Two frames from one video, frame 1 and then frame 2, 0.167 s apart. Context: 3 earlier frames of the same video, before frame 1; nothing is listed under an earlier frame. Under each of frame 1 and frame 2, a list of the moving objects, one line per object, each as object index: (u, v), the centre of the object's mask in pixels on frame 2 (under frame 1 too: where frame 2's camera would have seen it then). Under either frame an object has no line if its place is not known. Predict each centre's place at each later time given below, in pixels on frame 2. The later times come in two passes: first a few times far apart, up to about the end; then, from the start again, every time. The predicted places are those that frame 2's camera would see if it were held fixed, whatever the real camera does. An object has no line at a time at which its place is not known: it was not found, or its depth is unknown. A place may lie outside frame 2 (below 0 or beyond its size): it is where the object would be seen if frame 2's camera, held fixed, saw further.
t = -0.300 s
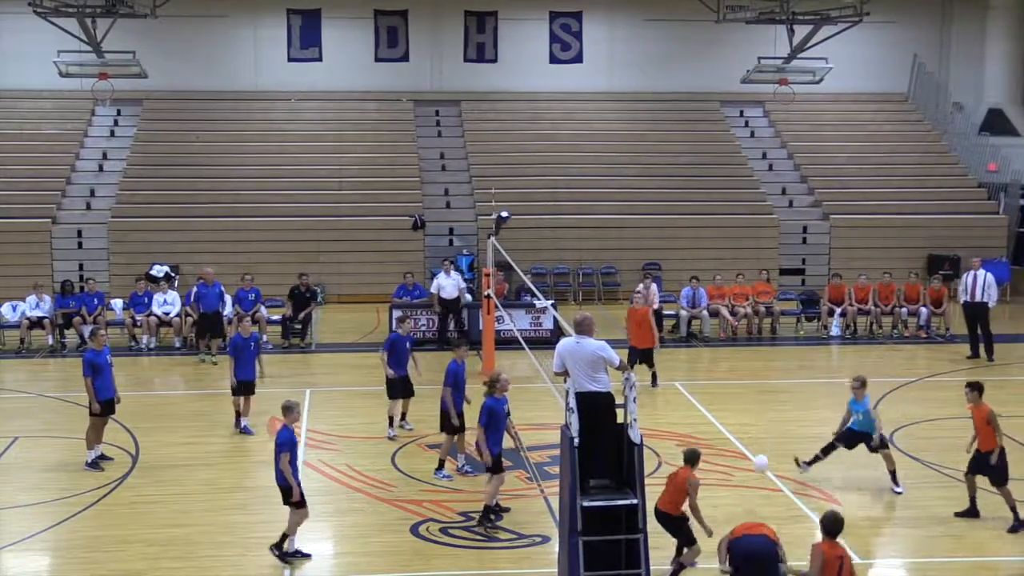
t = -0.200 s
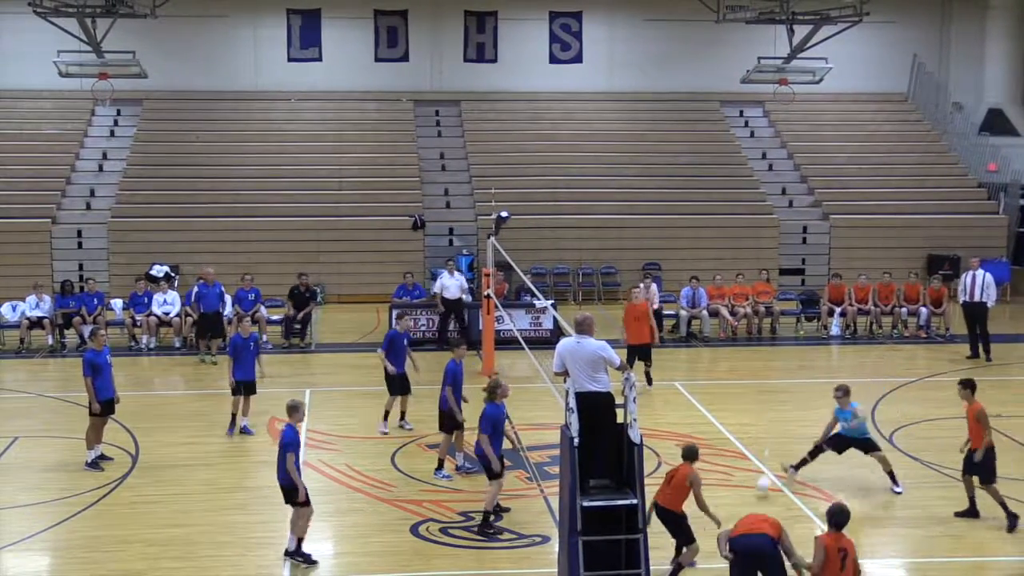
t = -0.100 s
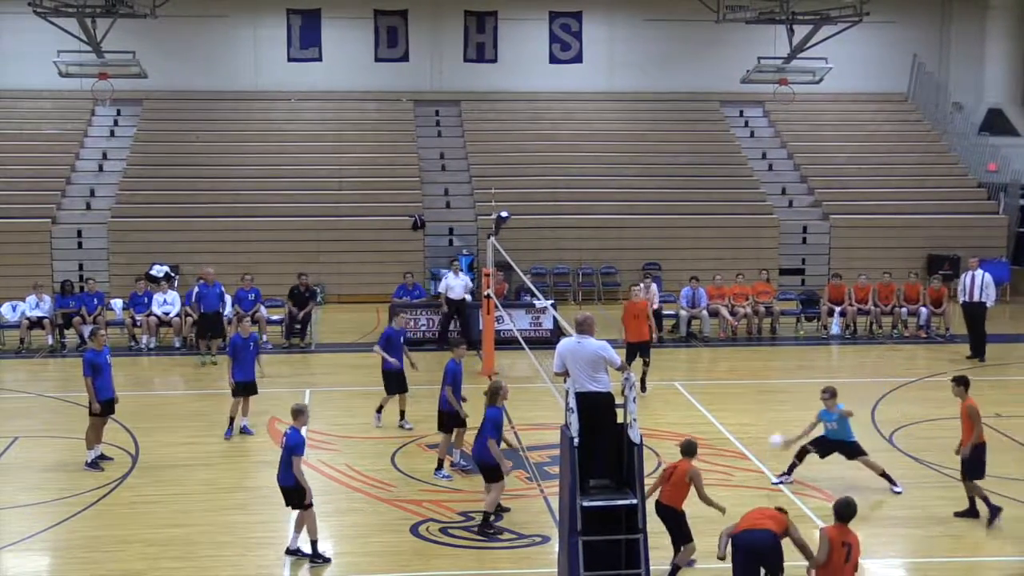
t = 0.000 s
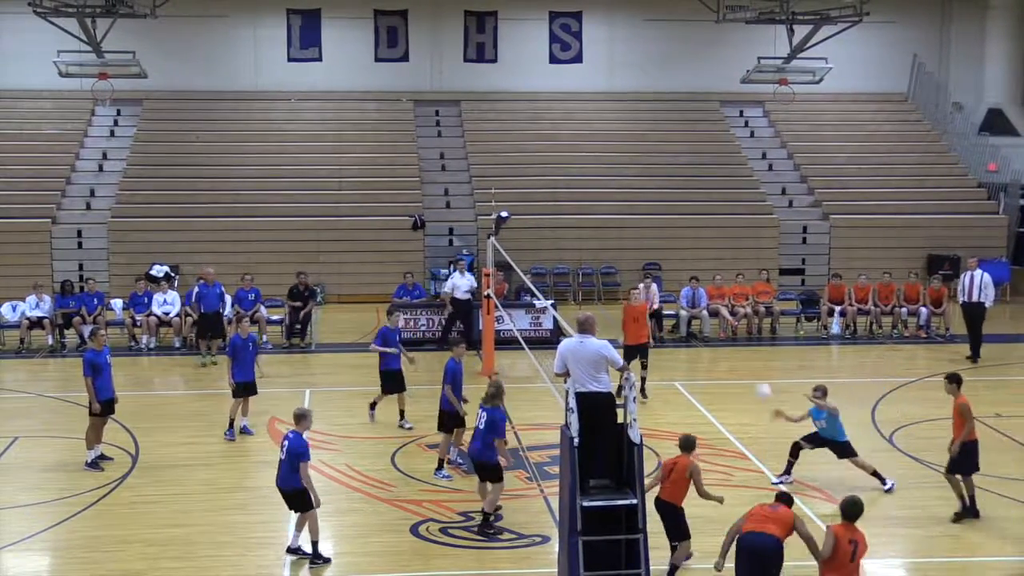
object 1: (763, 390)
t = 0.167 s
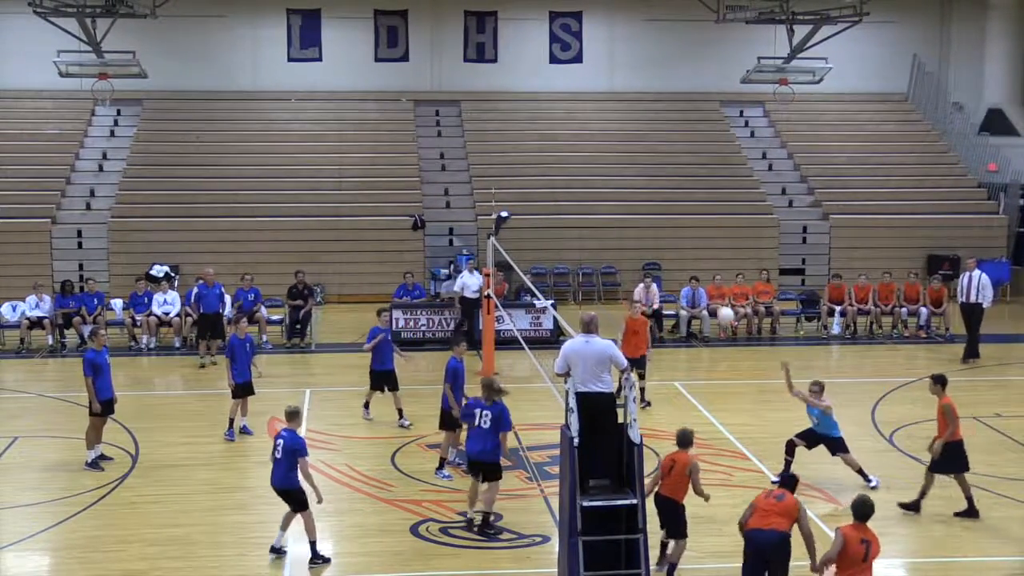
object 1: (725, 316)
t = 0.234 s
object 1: (711, 289)
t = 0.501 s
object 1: (650, 220)
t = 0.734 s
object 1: (597, 204)
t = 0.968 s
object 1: (544, 229)
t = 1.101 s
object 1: (512, 262)
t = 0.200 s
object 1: (718, 301)
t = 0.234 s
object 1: (711, 289)
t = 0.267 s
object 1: (703, 277)
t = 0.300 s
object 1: (696, 267)
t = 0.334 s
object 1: (688, 258)
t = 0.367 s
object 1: (680, 248)
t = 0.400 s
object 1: (673, 239)
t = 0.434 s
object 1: (666, 232)
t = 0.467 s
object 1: (658, 226)
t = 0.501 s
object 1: (650, 220)
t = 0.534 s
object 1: (643, 215)
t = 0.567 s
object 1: (636, 210)
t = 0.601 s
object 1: (629, 207)
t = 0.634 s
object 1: (621, 205)
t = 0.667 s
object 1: (612, 204)
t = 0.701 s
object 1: (604, 204)
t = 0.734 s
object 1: (597, 204)
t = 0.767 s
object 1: (590, 204)
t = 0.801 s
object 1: (582, 206)
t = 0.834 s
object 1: (574, 208)
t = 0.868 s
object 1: (566, 212)
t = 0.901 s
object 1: (559, 217)
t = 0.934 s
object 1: (551, 222)
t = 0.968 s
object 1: (544, 229)
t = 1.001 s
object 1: (535, 236)
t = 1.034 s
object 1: (528, 243)
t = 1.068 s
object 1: (520, 253)
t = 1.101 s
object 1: (512, 262)
